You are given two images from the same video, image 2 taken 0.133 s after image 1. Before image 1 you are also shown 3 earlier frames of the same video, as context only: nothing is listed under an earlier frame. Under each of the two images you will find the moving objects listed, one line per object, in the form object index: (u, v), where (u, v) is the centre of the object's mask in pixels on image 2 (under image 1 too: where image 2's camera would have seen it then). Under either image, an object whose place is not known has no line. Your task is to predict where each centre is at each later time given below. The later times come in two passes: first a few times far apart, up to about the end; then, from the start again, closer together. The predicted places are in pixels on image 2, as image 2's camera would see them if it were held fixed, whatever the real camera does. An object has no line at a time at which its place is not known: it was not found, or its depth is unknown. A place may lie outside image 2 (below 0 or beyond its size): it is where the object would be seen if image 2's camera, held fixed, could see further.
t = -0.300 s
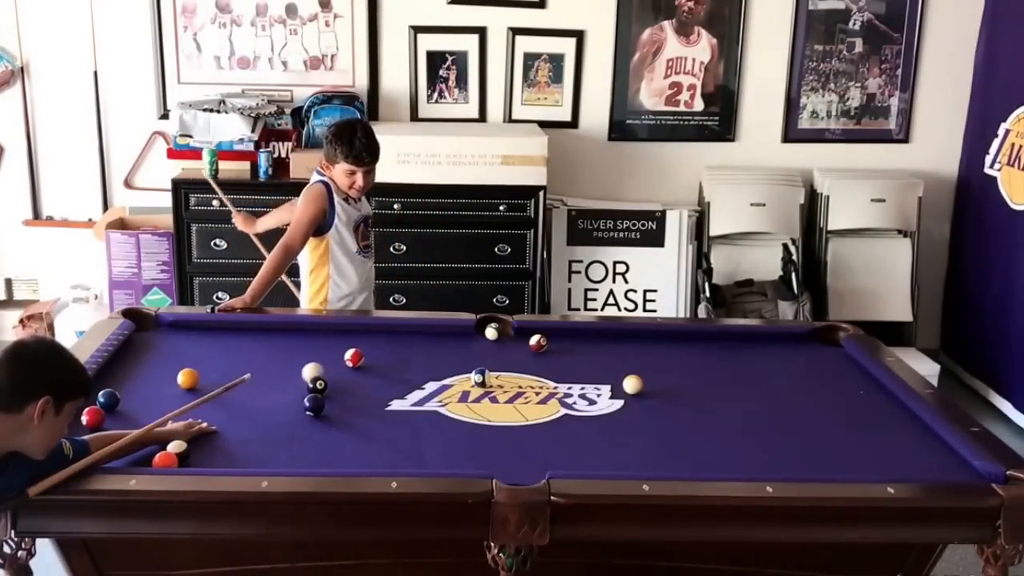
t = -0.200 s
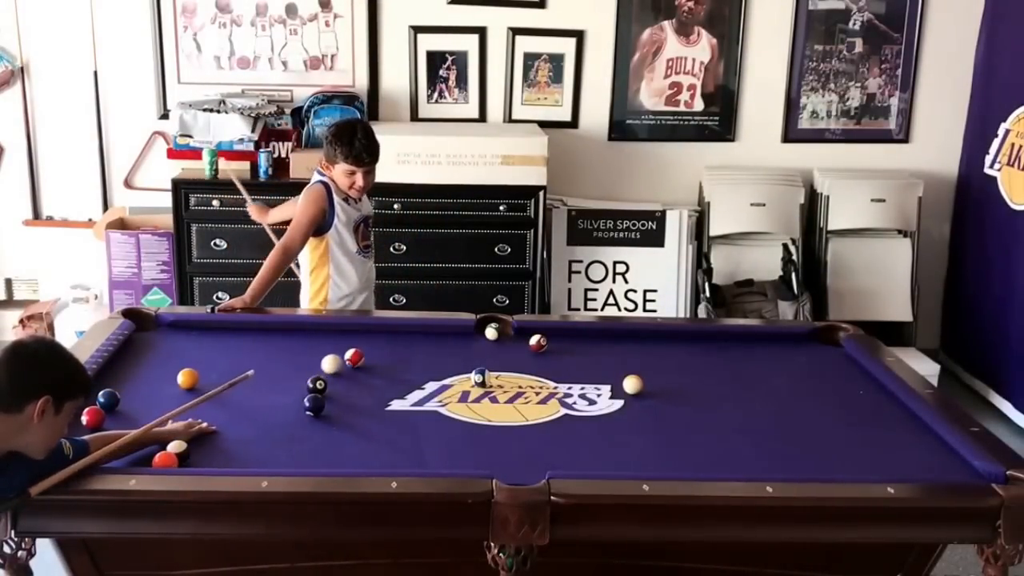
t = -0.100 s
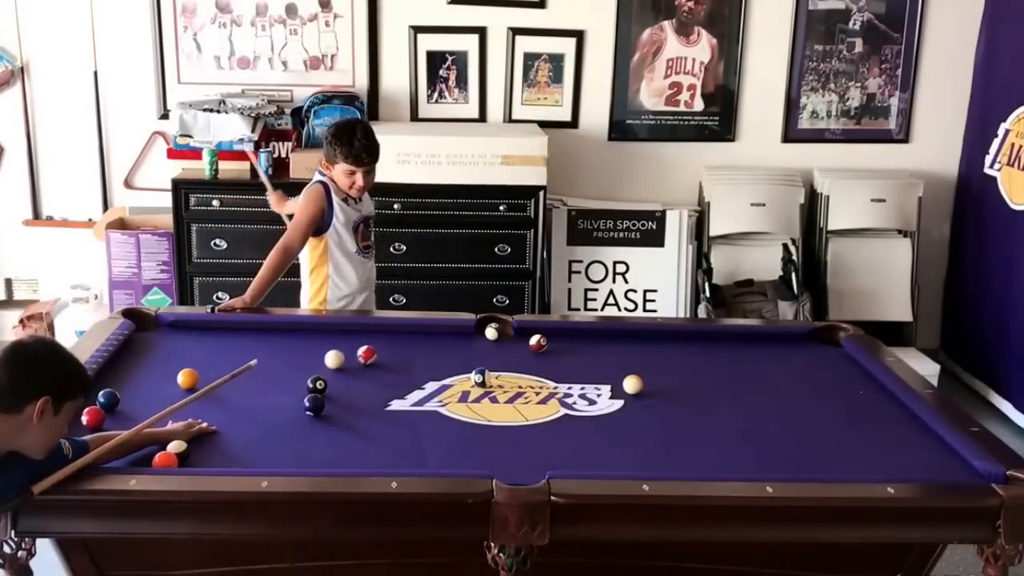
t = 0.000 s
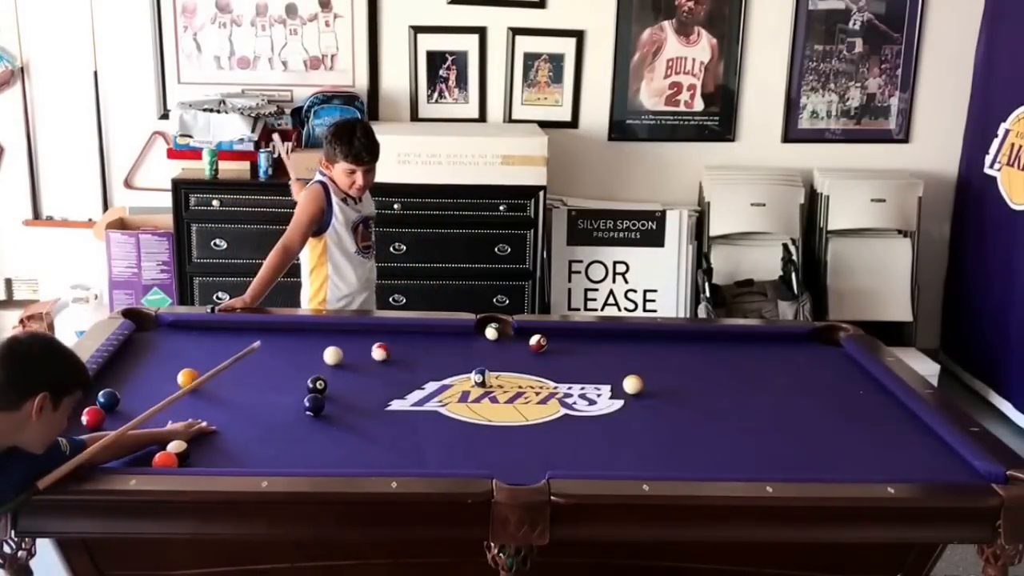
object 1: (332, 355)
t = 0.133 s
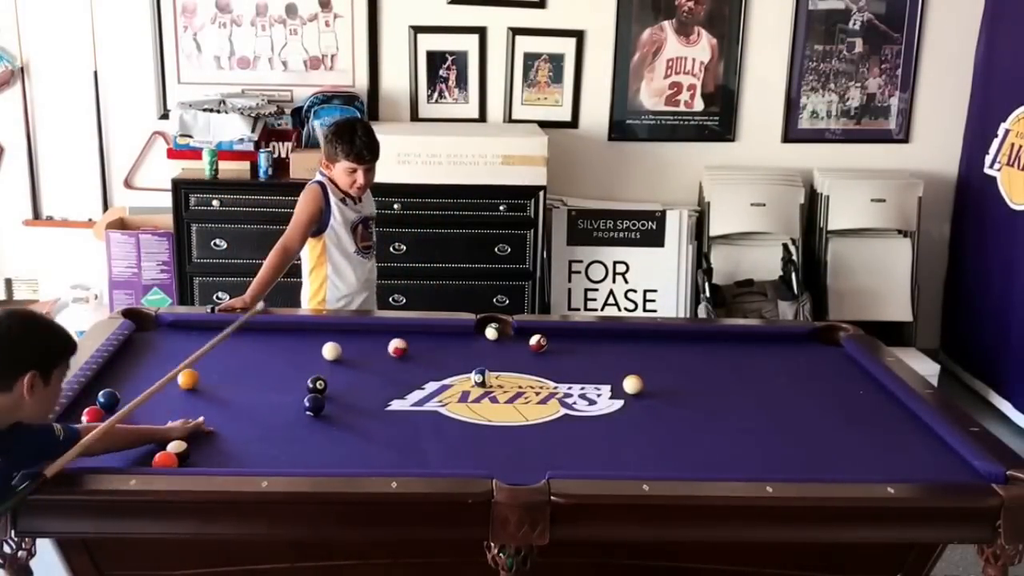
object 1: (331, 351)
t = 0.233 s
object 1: (331, 348)
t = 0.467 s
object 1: (329, 340)
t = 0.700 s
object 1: (328, 334)
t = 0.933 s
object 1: (328, 328)
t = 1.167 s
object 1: (327, 329)
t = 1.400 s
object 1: (326, 332)
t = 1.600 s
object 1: (325, 335)
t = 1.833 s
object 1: (325, 337)
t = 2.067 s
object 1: (326, 338)
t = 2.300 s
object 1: (326, 340)
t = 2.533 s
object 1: (328, 341)
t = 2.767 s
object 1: (331, 342)
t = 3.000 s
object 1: (333, 342)
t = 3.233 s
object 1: (334, 342)
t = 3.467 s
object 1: (335, 342)
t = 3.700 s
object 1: (336, 342)
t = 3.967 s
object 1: (336, 342)
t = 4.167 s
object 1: (336, 342)
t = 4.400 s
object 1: (336, 342)
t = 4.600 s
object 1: (336, 342)
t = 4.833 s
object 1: (336, 343)
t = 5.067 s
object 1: (335, 341)
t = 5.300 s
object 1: (336, 342)
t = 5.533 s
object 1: (336, 342)
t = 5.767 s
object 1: (336, 342)
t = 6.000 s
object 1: (336, 342)
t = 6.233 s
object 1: (336, 342)
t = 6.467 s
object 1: (336, 342)
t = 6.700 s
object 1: (336, 342)
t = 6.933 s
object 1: (336, 342)
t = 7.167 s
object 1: (336, 342)
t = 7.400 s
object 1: (336, 342)
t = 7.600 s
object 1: (335, 342)
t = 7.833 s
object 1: (336, 342)
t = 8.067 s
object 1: (336, 343)
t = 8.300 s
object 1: (336, 342)
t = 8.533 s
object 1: (336, 342)
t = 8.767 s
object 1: (336, 342)
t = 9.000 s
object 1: (336, 342)
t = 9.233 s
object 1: (336, 342)
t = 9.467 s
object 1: (336, 342)
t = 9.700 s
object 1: (336, 342)
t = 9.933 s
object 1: (336, 342)
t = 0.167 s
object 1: (331, 350)
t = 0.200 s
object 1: (331, 349)
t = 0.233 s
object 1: (331, 348)
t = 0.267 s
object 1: (331, 347)
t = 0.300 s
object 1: (330, 346)
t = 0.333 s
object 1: (330, 345)
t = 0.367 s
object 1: (330, 344)
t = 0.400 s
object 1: (330, 343)
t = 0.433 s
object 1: (330, 342)
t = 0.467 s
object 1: (329, 340)
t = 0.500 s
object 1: (329, 340)
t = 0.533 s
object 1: (329, 339)
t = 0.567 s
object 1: (329, 338)
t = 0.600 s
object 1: (329, 337)
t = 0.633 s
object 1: (329, 336)
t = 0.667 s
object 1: (329, 335)
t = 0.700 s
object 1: (328, 334)
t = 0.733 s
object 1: (328, 333)
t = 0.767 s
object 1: (328, 332)
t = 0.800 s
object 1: (328, 331)
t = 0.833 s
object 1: (328, 331)
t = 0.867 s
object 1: (328, 330)
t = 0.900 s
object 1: (328, 329)
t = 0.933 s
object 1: (328, 328)
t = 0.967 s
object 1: (328, 327)
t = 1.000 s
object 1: (328, 327)
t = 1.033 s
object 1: (328, 327)
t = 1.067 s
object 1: (327, 327)
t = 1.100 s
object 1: (327, 328)
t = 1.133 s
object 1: (327, 328)
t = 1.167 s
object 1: (327, 329)
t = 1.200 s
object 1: (326, 329)
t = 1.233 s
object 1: (326, 330)
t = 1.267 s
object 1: (326, 330)
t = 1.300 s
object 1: (326, 331)
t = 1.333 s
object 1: (326, 331)
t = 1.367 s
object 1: (326, 332)
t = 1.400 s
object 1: (326, 332)
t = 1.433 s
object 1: (326, 333)
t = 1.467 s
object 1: (326, 333)
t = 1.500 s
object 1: (325, 333)
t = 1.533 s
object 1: (325, 334)
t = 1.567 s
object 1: (325, 334)
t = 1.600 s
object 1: (325, 335)
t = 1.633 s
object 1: (325, 335)
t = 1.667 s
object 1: (325, 335)
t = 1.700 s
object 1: (325, 335)
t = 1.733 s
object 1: (325, 336)
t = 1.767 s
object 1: (325, 336)
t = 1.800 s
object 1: (325, 336)
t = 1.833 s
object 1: (325, 337)
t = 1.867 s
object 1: (325, 337)
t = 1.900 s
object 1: (325, 337)
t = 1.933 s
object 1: (325, 337)
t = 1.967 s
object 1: (325, 338)
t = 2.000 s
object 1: (326, 338)
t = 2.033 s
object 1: (326, 338)
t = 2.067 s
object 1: (326, 338)
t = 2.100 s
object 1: (326, 338)
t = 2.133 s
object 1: (326, 339)
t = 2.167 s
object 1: (326, 339)
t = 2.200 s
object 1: (326, 339)
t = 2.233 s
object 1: (326, 340)
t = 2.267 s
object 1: (326, 340)
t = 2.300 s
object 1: (326, 340)
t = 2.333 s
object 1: (326, 340)
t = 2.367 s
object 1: (326, 340)
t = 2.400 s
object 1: (326, 340)
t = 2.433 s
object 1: (327, 341)
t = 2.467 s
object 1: (327, 341)
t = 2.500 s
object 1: (327, 341)
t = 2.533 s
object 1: (328, 341)
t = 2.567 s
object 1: (328, 341)
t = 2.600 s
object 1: (329, 341)
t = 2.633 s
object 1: (329, 341)
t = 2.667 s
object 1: (330, 342)
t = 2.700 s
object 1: (330, 342)
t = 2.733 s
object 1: (330, 342)
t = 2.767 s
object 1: (331, 342)
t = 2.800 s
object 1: (331, 342)
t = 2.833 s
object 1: (331, 342)
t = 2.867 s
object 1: (332, 342)
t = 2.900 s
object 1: (332, 342)
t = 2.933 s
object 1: (332, 342)
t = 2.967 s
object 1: (332, 342)
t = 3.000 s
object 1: (333, 342)
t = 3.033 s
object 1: (333, 342)
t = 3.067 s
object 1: (334, 342)
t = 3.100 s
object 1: (334, 342)
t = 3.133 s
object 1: (334, 342)
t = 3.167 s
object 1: (334, 342)
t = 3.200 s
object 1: (334, 342)
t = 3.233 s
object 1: (334, 342)
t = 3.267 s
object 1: (335, 342)
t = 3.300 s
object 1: (335, 342)
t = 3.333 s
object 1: (335, 342)
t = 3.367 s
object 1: (335, 342)
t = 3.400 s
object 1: (335, 342)
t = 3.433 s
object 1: (335, 342)
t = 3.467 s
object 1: (335, 342)
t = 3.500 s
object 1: (335, 342)
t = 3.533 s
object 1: (335, 342)
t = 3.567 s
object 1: (335, 342)
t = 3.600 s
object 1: (335, 342)
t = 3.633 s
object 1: (335, 342)
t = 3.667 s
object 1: (335, 342)
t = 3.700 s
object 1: (336, 342)
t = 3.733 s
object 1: (336, 342)
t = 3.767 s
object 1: (336, 342)
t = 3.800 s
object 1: (336, 342)
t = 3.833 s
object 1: (336, 342)
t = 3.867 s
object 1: (336, 342)
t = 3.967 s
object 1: (336, 342)
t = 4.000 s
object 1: (336, 342)
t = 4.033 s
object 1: (336, 342)
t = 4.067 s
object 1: (336, 342)
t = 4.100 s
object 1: (336, 342)
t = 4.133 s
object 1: (336, 342)
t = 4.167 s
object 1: (336, 342)
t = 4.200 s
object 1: (336, 342)
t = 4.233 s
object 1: (336, 342)
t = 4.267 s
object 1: (336, 342)
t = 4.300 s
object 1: (336, 342)
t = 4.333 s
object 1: (336, 342)
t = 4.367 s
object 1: (336, 342)
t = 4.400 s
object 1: (336, 342)
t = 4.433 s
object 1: (336, 342)
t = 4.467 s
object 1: (336, 342)
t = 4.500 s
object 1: (336, 342)
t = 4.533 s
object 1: (336, 342)
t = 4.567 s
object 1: (336, 342)
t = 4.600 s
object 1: (336, 342)
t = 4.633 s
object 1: (336, 342)
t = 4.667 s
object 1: (336, 342)
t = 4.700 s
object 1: (336, 342)
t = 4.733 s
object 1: (336, 342)
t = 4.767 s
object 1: (336, 343)
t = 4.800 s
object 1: (336, 342)
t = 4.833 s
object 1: (336, 343)
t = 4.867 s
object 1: (336, 342)
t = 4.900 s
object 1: (336, 342)
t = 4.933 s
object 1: (336, 342)
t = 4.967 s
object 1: (336, 343)
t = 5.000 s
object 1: (336, 343)
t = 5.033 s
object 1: (334, 340)
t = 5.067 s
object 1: (335, 341)
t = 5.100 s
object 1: (336, 342)
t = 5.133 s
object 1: (336, 342)
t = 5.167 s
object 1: (336, 342)
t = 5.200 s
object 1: (336, 342)
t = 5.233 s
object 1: (336, 342)
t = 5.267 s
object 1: (336, 342)
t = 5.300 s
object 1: (336, 342)
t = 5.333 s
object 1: (336, 342)
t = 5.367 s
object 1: (336, 342)
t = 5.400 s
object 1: (336, 342)
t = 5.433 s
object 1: (336, 342)
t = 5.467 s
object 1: (336, 342)
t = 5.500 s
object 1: (336, 342)
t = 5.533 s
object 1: (336, 342)
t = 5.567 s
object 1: (336, 342)
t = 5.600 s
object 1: (336, 342)
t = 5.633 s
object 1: (336, 342)
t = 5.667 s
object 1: (336, 342)
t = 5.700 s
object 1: (336, 342)
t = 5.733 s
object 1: (336, 342)
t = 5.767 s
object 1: (336, 342)
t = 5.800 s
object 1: (336, 342)
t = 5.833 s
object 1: (336, 342)
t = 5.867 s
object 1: (336, 342)
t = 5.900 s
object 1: (336, 342)
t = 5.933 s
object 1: (336, 342)
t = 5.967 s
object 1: (336, 342)
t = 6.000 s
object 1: (336, 342)
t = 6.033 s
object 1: (336, 342)
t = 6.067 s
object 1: (336, 342)
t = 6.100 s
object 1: (336, 342)
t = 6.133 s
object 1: (336, 342)
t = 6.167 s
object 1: (336, 342)
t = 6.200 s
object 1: (336, 342)
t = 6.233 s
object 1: (336, 342)
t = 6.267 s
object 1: (336, 342)
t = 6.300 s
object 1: (336, 342)
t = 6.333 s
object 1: (336, 342)
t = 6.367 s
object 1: (336, 342)
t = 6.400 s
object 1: (336, 342)
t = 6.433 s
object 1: (336, 342)
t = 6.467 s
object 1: (336, 342)
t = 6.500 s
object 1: (336, 342)
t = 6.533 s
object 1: (336, 342)
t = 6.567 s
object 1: (336, 342)
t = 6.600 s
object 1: (336, 342)
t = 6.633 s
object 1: (336, 342)
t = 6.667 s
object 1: (336, 342)
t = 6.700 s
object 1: (336, 342)
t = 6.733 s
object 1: (336, 342)
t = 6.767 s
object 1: (336, 342)
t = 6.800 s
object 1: (336, 342)
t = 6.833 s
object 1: (336, 342)
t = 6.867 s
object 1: (336, 342)
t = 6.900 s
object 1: (336, 342)
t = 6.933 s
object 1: (336, 342)
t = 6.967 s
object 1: (336, 342)
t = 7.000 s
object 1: (336, 342)
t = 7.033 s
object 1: (336, 342)
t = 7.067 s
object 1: (336, 342)
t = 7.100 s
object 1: (336, 342)
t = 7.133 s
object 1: (336, 342)
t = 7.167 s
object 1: (336, 342)
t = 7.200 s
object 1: (336, 342)
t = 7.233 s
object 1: (336, 342)
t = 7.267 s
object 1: (336, 342)
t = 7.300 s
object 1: (336, 342)
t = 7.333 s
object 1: (336, 342)
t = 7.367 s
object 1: (336, 342)
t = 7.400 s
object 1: (336, 342)
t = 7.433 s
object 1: (336, 342)
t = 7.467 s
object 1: (336, 342)
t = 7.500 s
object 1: (336, 342)
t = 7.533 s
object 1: (336, 342)
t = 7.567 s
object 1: (336, 342)
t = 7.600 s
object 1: (335, 342)
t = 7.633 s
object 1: (332, 341)
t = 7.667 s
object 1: (339, 344)
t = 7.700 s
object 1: (336, 343)
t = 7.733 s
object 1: (336, 342)
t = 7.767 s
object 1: (336, 343)
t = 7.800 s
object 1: (336, 343)
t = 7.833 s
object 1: (336, 342)
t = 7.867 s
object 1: (336, 342)
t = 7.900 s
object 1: (336, 342)
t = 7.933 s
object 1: (336, 343)
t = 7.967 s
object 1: (336, 342)
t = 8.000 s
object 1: (336, 342)
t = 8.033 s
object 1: (336, 342)
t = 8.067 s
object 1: (336, 343)
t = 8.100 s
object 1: (336, 343)
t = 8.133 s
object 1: (336, 342)
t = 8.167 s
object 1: (336, 342)
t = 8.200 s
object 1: (336, 343)
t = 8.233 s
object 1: (336, 342)
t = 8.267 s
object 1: (336, 342)
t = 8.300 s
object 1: (336, 342)
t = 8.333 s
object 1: (336, 342)
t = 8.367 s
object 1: (336, 342)
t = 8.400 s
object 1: (336, 342)
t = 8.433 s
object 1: (336, 342)
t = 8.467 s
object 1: (336, 342)
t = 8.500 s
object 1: (336, 342)
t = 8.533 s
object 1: (336, 342)
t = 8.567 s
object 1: (336, 342)
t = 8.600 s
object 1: (336, 342)
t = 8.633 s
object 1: (336, 342)
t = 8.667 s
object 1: (336, 342)
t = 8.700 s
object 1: (336, 342)
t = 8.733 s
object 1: (336, 342)
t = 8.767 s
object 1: (336, 342)
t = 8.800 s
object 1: (336, 342)
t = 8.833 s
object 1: (336, 342)
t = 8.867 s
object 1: (336, 342)
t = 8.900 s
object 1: (336, 342)
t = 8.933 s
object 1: (336, 342)
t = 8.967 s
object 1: (336, 342)
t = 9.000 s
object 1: (336, 342)
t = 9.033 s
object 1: (336, 342)
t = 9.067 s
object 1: (336, 342)
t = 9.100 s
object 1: (336, 342)
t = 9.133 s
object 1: (336, 342)
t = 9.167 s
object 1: (336, 342)
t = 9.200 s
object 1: (336, 342)
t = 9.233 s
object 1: (336, 342)
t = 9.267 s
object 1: (336, 342)
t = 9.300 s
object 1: (336, 342)
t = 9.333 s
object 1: (336, 342)
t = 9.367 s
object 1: (336, 342)
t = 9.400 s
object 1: (336, 342)
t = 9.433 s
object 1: (336, 342)
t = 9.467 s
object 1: (336, 342)
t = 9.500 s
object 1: (336, 342)
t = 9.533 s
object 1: (336, 342)
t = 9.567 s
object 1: (336, 342)
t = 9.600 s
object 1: (336, 342)
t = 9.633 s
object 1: (336, 342)
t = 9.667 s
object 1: (336, 342)
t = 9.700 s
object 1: (336, 342)
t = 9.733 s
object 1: (336, 342)
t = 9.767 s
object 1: (336, 342)
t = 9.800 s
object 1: (336, 342)
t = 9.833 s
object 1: (336, 342)
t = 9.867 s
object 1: (336, 342)
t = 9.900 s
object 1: (336, 342)
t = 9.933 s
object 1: (336, 342)
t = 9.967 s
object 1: (336, 342)
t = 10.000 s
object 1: (336, 342)
